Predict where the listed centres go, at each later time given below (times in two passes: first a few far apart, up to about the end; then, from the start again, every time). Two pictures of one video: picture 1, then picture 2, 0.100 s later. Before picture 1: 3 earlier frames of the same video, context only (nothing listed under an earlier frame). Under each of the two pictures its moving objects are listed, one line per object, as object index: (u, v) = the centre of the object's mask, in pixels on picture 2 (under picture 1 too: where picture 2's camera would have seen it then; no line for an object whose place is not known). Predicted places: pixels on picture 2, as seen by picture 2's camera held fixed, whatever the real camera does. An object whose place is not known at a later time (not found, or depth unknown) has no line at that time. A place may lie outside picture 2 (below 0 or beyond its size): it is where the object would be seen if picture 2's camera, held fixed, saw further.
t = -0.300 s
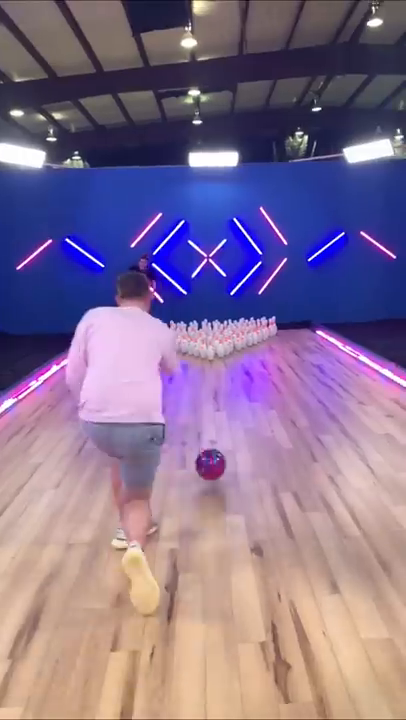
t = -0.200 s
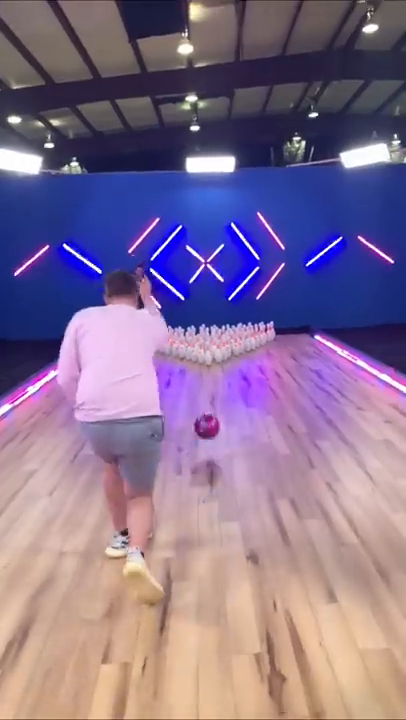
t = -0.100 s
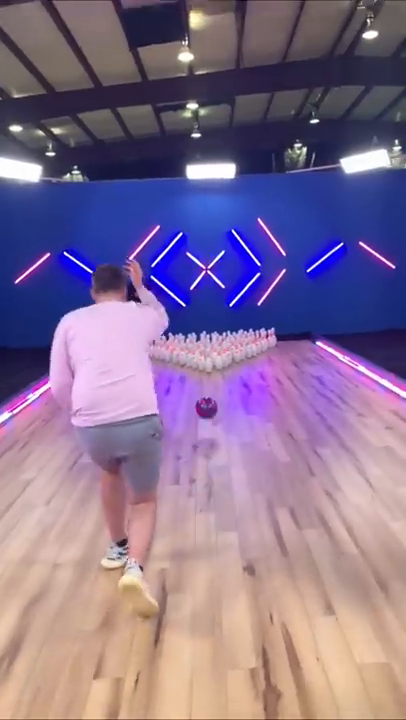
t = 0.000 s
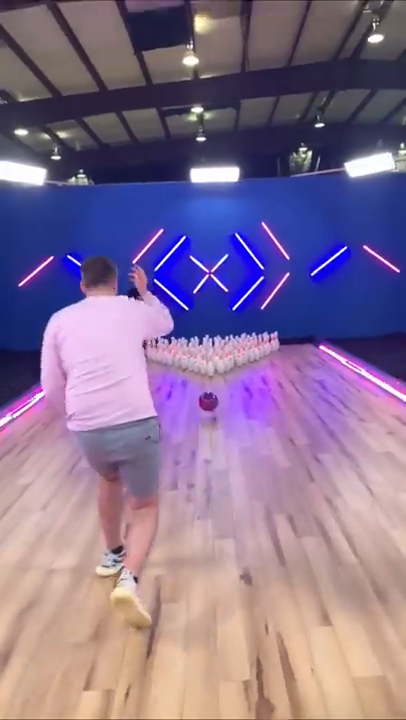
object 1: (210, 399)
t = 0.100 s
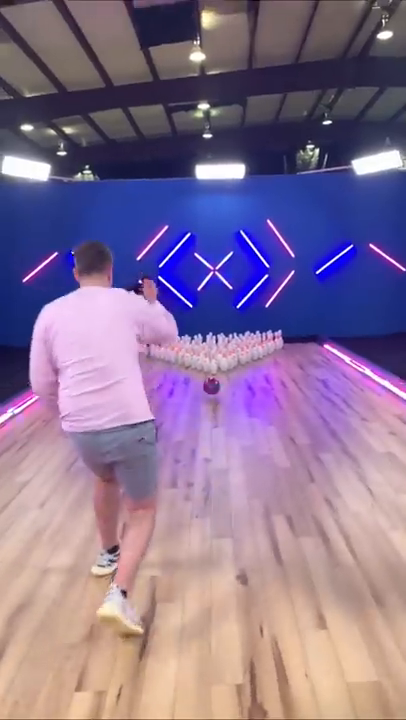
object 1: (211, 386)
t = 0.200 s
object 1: (213, 376)
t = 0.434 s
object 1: (212, 364)
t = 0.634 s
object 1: (208, 361)
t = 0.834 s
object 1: (211, 359)
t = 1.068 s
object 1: (216, 356)
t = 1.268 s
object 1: (218, 355)
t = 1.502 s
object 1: (219, 355)
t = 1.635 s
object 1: (219, 355)
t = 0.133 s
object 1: (212, 381)
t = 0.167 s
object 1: (212, 379)
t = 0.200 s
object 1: (213, 376)
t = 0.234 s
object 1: (213, 374)
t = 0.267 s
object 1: (214, 370)
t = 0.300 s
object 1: (214, 367)
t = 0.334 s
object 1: (214, 366)
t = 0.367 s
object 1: (214, 365)
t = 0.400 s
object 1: (213, 364)
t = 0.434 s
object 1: (212, 364)
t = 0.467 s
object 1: (211, 363)
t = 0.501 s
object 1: (209, 363)
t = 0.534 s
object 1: (208, 363)
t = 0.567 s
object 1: (208, 362)
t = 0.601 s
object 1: (208, 361)
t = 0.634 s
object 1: (208, 361)
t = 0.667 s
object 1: (209, 360)
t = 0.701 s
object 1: (209, 360)
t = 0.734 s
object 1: (209, 360)
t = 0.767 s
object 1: (210, 360)
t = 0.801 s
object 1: (211, 359)
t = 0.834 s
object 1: (211, 359)
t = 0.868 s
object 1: (213, 358)
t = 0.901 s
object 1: (214, 357)
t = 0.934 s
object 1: (214, 357)
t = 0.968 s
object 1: (215, 356)
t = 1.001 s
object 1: (215, 356)
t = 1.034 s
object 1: (215, 356)
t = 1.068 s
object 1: (216, 356)
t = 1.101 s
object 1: (217, 356)
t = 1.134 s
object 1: (217, 356)
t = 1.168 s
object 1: (217, 356)
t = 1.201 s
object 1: (218, 355)
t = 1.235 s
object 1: (218, 355)
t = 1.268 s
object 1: (218, 355)
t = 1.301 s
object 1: (218, 355)
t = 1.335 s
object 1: (218, 355)
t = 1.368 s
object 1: (219, 355)
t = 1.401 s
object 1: (218, 355)
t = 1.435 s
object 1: (219, 355)
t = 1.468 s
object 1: (218, 355)
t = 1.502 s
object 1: (219, 355)
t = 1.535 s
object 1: (219, 355)
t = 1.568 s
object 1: (219, 355)
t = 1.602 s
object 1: (219, 355)
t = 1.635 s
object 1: (219, 355)
